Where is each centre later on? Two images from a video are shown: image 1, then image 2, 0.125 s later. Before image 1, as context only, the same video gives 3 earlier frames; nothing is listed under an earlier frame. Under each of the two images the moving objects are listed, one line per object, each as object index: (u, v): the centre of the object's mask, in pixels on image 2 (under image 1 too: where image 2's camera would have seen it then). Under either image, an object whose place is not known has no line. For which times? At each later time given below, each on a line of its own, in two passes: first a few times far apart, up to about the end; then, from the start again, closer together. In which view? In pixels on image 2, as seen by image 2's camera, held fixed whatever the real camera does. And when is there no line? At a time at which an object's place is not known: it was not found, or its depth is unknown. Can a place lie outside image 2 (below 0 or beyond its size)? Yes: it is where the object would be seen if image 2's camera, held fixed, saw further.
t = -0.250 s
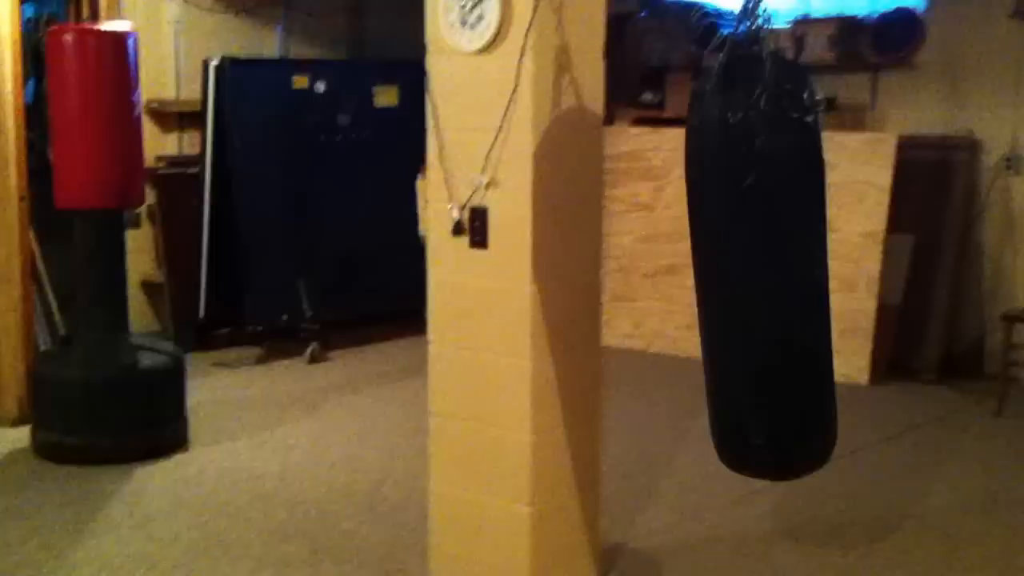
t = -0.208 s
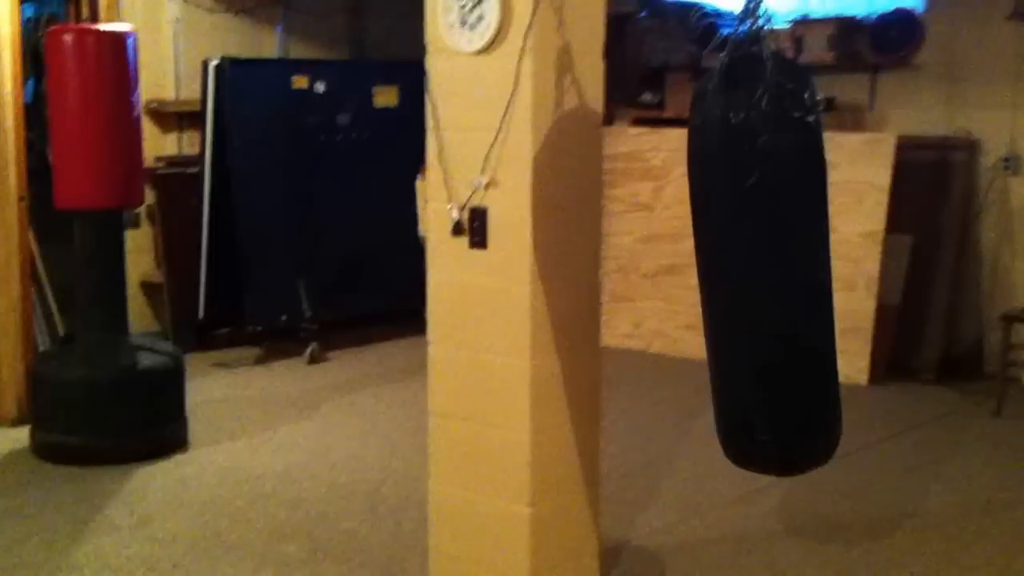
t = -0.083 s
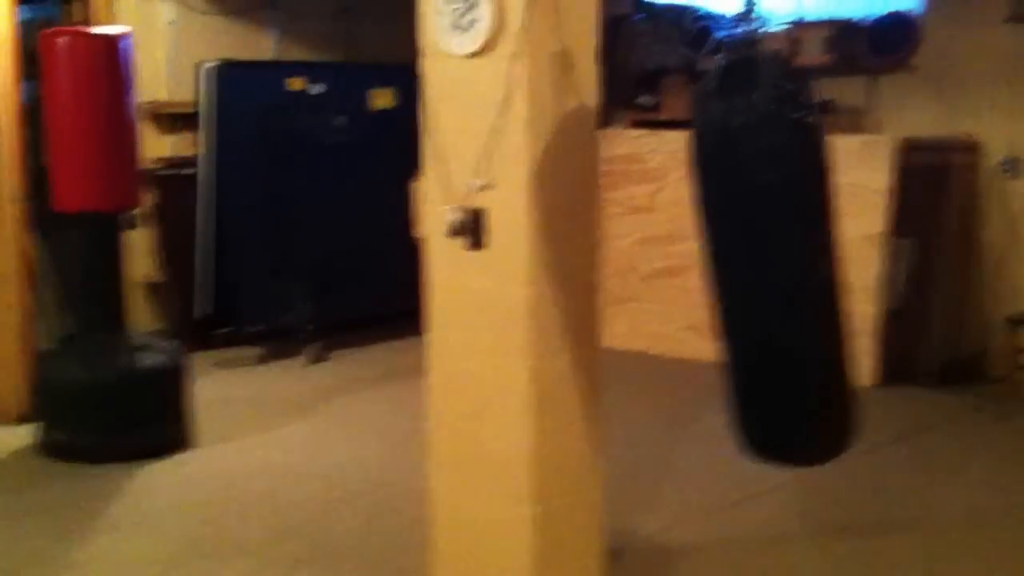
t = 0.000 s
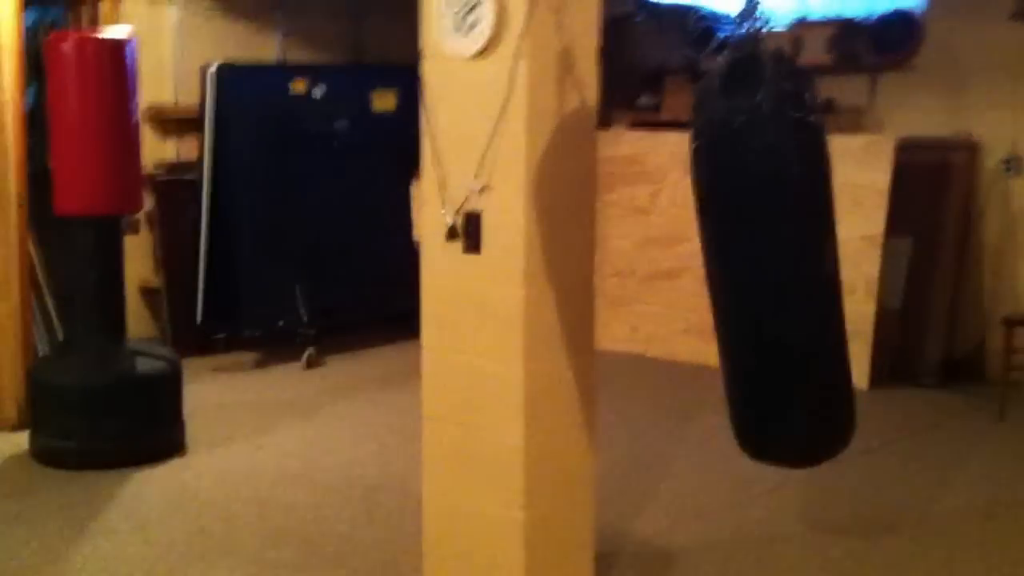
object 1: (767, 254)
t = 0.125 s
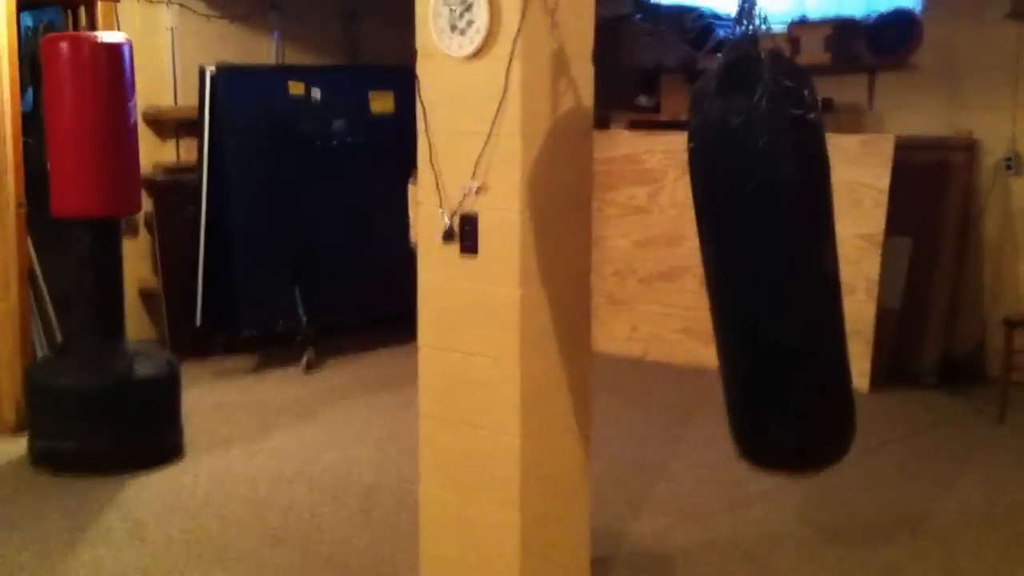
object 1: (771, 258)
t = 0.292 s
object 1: (766, 266)
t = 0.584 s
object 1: (735, 289)
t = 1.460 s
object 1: (674, 297)
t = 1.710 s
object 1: (706, 290)
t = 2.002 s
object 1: (736, 272)
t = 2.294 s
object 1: (767, 259)
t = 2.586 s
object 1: (764, 266)
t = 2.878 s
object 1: (738, 294)
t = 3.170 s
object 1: (700, 307)
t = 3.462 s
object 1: (671, 306)
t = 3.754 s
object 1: (674, 302)
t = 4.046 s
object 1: (707, 296)
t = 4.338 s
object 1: (746, 274)
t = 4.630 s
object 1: (766, 259)
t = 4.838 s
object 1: (769, 266)
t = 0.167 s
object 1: (771, 260)
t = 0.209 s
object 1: (770, 261)
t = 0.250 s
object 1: (767, 264)
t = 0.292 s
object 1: (766, 266)
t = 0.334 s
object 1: (761, 268)
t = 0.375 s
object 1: (759, 271)
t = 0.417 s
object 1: (754, 275)
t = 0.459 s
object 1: (750, 280)
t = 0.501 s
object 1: (747, 283)
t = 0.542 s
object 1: (741, 286)
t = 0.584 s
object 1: (735, 289)
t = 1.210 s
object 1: (670, 297)
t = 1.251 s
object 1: (671, 301)
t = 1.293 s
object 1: (670, 300)
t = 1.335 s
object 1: (670, 304)
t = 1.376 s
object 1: (674, 301)
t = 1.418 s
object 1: (673, 299)
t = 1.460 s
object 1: (674, 297)
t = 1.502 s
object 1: (682, 303)
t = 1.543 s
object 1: (685, 304)
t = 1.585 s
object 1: (689, 305)
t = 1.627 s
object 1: (694, 296)
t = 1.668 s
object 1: (701, 291)
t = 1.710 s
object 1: (706, 290)
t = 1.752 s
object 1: (708, 286)
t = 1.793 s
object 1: (715, 285)
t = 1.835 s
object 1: (719, 283)
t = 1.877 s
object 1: (724, 279)
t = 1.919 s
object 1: (728, 278)
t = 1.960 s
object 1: (732, 275)
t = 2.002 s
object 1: (736, 272)
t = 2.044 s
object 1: (740, 273)
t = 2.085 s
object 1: (750, 267)
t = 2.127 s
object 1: (753, 263)
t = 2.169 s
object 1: (760, 265)
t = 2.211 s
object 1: (764, 264)
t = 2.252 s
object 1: (766, 260)
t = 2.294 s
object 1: (767, 259)
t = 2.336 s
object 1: (768, 259)
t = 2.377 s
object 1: (772, 257)
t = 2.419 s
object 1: (771, 259)
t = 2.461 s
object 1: (769, 259)
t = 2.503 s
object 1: (767, 259)
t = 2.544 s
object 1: (771, 264)
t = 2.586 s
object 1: (764, 266)
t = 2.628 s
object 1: (762, 269)
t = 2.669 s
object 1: (762, 275)
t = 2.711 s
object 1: (755, 279)
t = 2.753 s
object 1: (751, 282)
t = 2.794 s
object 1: (748, 287)
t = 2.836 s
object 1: (744, 289)
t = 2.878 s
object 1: (738, 294)
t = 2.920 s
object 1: (733, 297)
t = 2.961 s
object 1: (730, 299)
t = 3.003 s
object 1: (723, 302)
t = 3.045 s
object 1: (717, 303)
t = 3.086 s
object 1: (711, 305)
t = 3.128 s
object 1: (705, 305)
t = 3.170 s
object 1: (700, 307)
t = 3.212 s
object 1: (694, 308)
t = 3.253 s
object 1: (691, 309)
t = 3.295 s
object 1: (684, 308)
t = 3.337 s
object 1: (680, 308)
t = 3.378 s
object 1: (677, 308)
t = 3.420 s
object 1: (674, 307)
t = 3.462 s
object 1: (671, 306)
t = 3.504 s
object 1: (669, 305)
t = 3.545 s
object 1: (669, 305)
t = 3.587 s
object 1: (670, 303)
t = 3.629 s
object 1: (669, 307)
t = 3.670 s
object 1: (670, 304)
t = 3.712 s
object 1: (672, 303)
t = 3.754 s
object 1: (674, 302)
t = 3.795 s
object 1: (679, 301)
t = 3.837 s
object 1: (683, 302)
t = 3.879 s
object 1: (686, 305)
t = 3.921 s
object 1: (690, 304)
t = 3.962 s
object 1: (695, 299)
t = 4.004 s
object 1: (701, 299)
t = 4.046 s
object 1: (707, 296)
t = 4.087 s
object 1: (713, 293)
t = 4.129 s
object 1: (720, 292)
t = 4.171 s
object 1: (726, 289)
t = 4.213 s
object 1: (731, 286)
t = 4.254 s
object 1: (737, 282)
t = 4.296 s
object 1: (740, 277)
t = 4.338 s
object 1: (746, 274)
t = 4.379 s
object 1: (750, 270)
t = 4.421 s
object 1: (754, 267)
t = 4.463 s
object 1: (756, 264)
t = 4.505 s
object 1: (760, 263)
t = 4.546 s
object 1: (763, 261)
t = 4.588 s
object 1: (765, 260)
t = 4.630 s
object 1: (766, 259)
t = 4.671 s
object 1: (767, 260)
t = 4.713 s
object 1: (769, 260)
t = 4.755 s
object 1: (770, 262)
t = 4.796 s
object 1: (769, 263)
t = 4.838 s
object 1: (769, 266)
